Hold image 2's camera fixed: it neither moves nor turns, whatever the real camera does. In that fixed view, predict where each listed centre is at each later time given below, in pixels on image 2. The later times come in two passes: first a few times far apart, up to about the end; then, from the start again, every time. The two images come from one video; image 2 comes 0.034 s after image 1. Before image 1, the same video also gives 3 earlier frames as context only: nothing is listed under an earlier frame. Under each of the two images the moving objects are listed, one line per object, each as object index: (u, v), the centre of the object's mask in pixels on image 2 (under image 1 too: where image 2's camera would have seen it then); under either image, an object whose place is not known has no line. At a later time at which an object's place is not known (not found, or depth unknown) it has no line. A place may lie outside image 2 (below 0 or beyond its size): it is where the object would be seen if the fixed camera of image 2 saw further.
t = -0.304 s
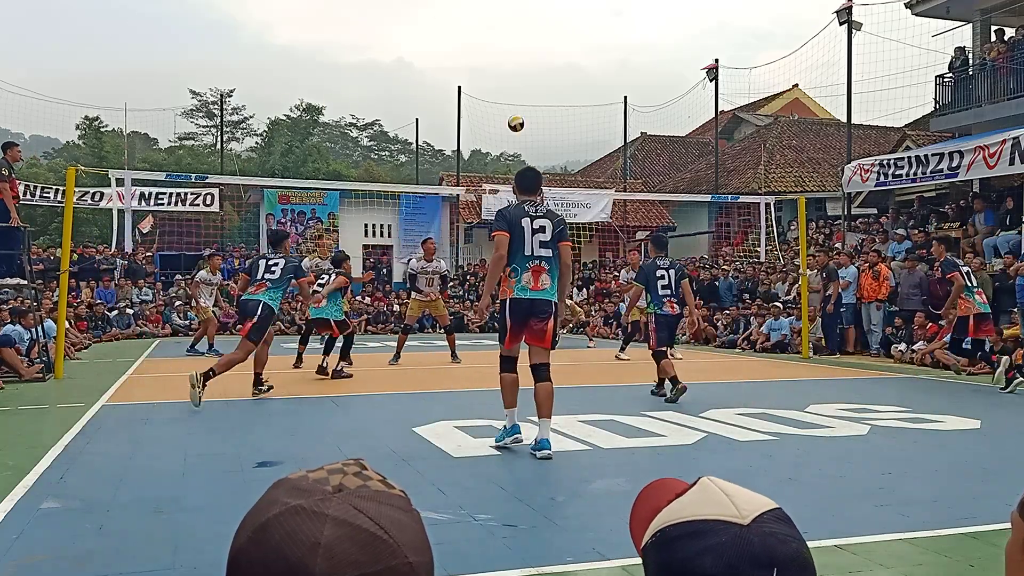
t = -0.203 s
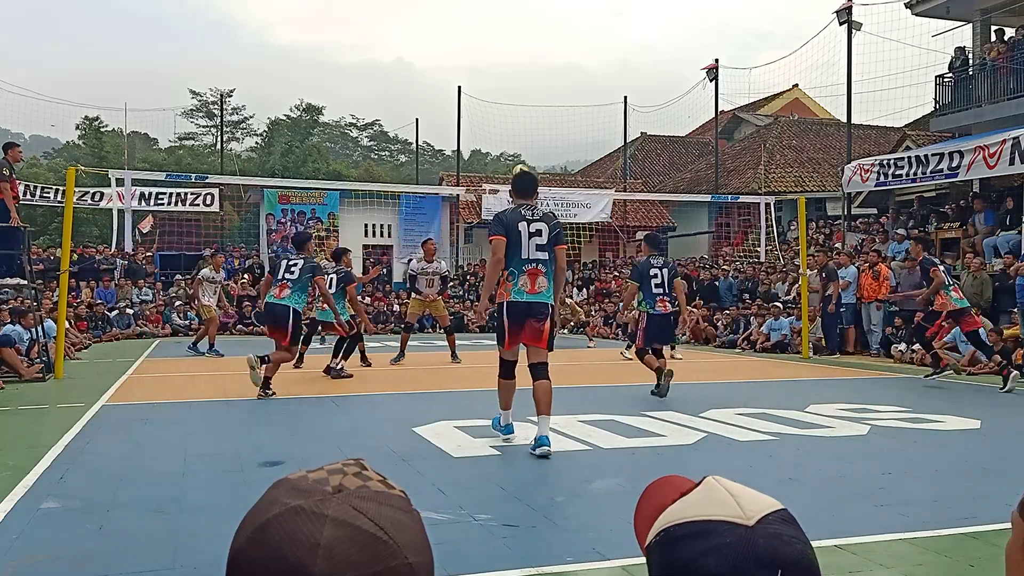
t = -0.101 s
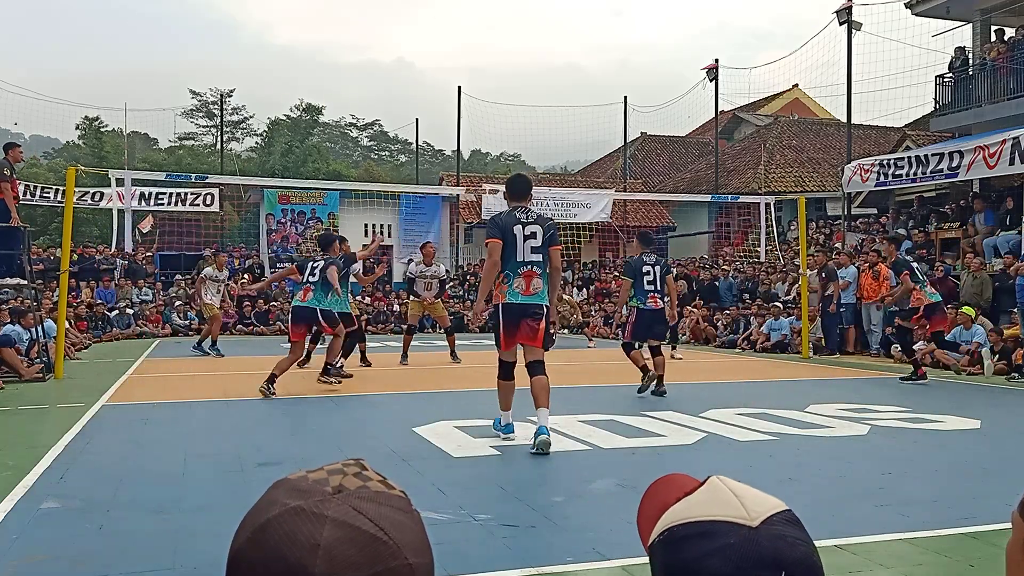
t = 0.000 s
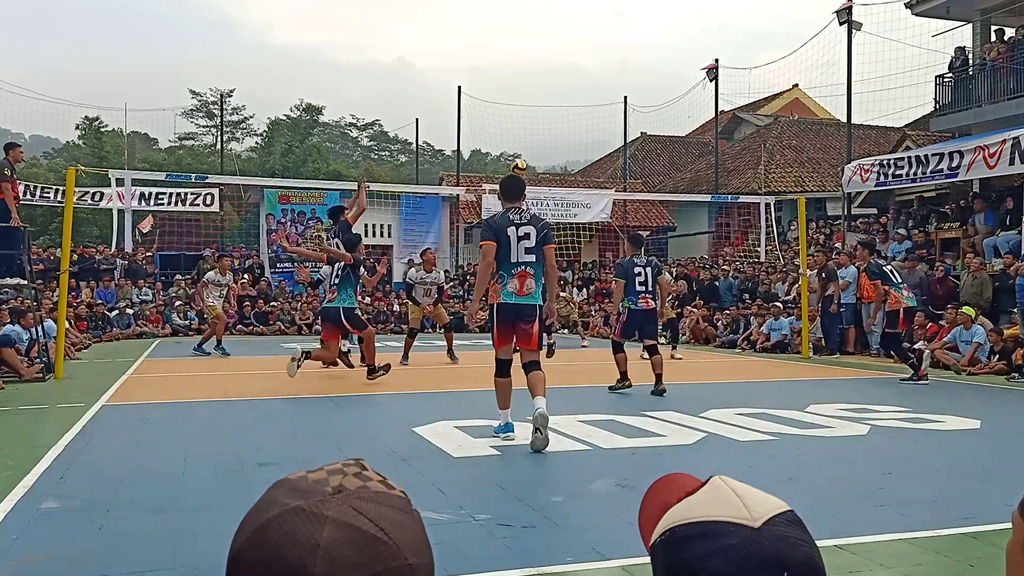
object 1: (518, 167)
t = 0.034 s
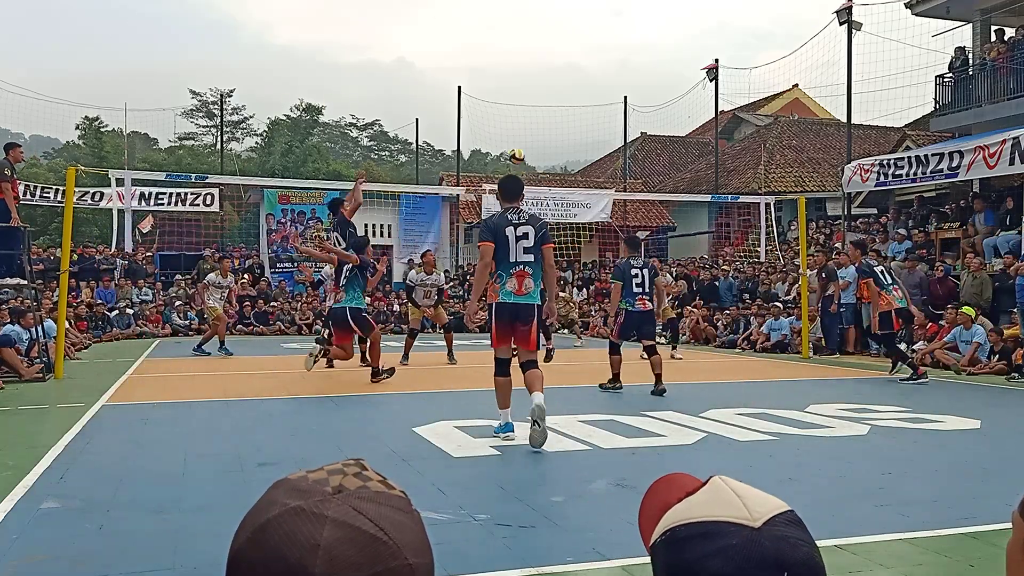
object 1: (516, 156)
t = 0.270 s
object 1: (503, 105)
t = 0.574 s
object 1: (486, 101)
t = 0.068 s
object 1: (514, 147)
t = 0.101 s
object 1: (512, 138)
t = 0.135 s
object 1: (511, 130)
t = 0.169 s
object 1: (509, 122)
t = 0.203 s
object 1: (507, 116)
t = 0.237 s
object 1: (505, 110)
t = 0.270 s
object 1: (503, 105)
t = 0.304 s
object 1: (501, 101)
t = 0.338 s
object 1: (499, 98)
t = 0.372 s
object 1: (497, 96)
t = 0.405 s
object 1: (496, 95)
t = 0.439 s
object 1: (494, 94)
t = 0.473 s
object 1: (492, 95)
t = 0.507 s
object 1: (490, 96)
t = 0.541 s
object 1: (488, 98)
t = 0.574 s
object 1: (486, 101)
